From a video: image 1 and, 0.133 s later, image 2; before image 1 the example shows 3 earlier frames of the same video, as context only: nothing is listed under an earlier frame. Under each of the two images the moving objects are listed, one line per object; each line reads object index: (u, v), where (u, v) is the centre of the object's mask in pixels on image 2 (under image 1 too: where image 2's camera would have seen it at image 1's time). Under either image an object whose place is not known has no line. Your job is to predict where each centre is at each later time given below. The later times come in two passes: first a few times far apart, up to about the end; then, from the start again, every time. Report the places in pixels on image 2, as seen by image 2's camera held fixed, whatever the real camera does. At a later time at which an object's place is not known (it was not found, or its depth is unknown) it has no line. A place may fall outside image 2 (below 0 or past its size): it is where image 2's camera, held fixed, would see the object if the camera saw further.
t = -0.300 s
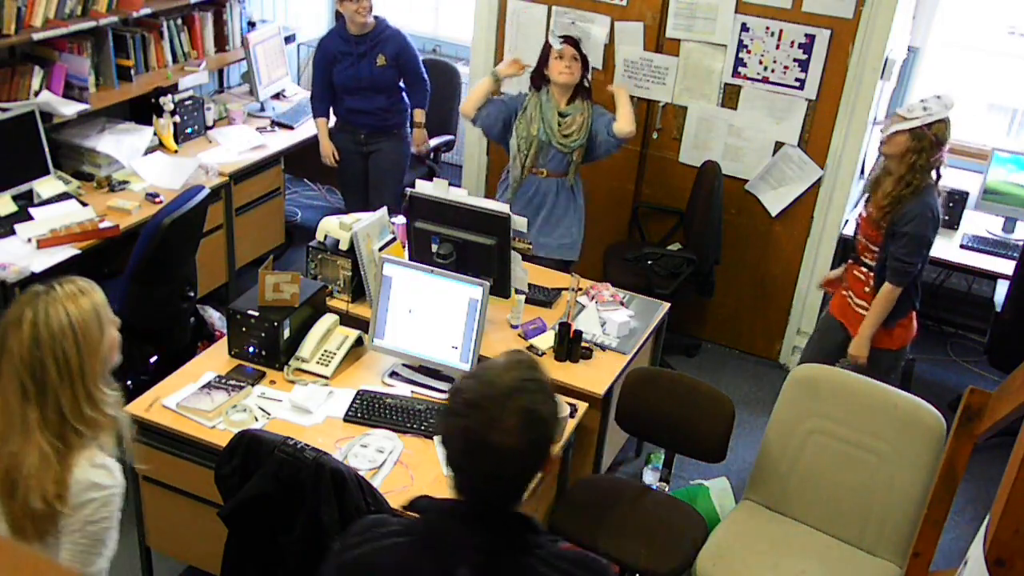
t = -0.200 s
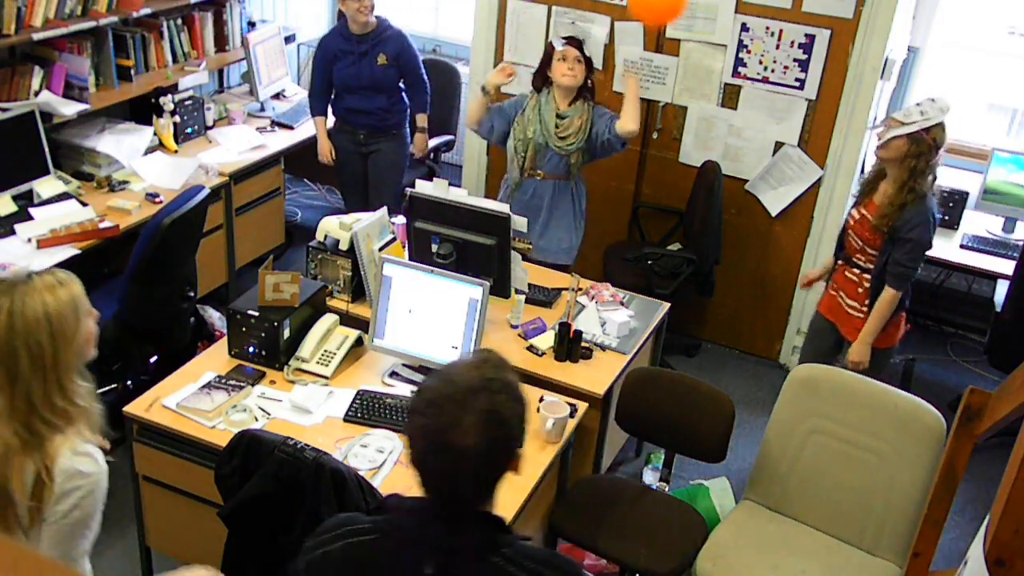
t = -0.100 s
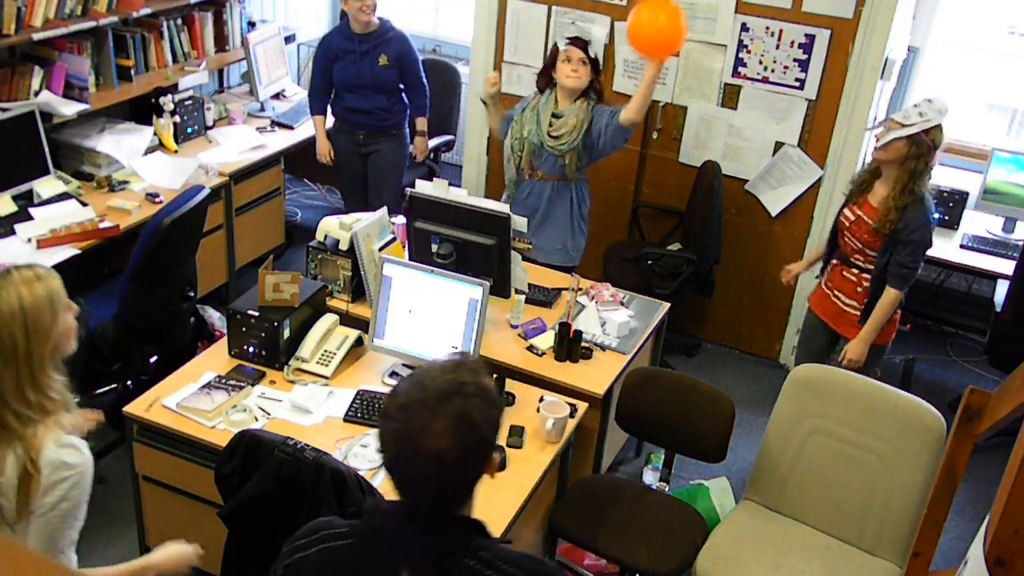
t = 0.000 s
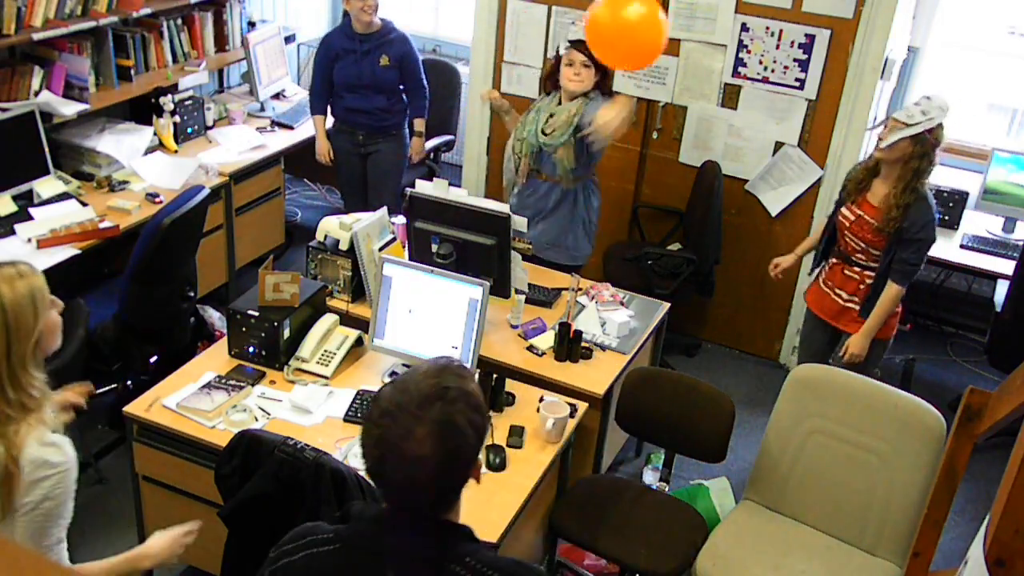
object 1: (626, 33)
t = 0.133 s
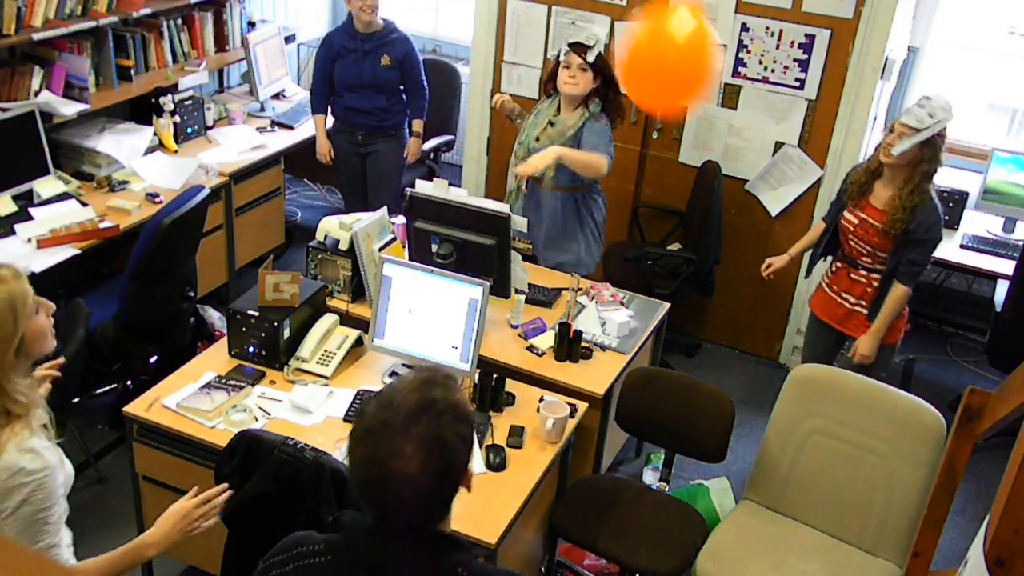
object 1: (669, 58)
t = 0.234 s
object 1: (718, 131)
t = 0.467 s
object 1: (786, 330)
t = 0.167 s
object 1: (685, 80)
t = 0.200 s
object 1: (704, 104)
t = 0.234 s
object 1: (718, 131)
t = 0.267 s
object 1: (732, 156)
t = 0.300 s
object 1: (750, 186)
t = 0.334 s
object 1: (760, 214)
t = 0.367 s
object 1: (770, 244)
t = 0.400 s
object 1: (776, 272)
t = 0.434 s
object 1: (782, 301)
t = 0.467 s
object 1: (786, 330)
